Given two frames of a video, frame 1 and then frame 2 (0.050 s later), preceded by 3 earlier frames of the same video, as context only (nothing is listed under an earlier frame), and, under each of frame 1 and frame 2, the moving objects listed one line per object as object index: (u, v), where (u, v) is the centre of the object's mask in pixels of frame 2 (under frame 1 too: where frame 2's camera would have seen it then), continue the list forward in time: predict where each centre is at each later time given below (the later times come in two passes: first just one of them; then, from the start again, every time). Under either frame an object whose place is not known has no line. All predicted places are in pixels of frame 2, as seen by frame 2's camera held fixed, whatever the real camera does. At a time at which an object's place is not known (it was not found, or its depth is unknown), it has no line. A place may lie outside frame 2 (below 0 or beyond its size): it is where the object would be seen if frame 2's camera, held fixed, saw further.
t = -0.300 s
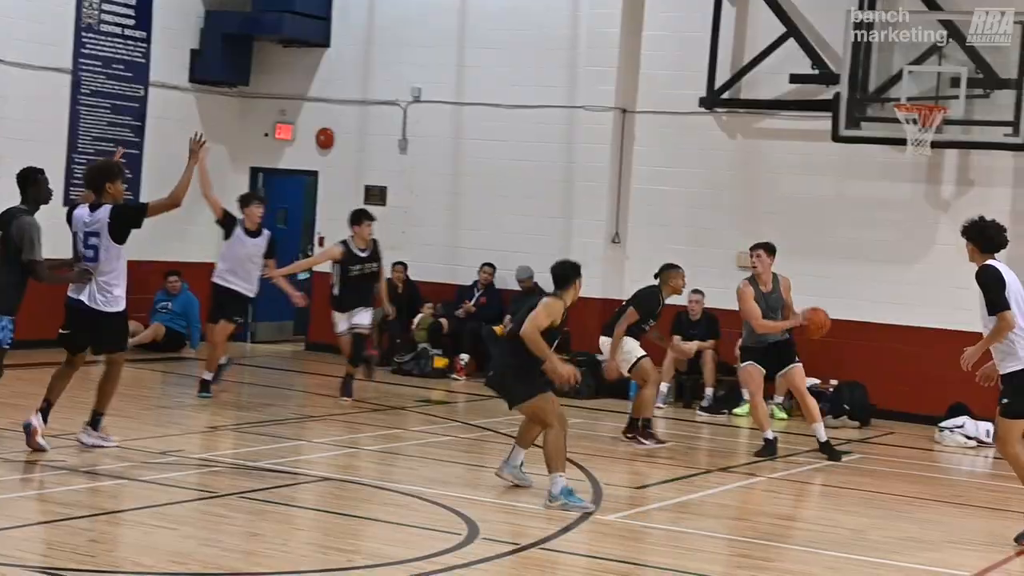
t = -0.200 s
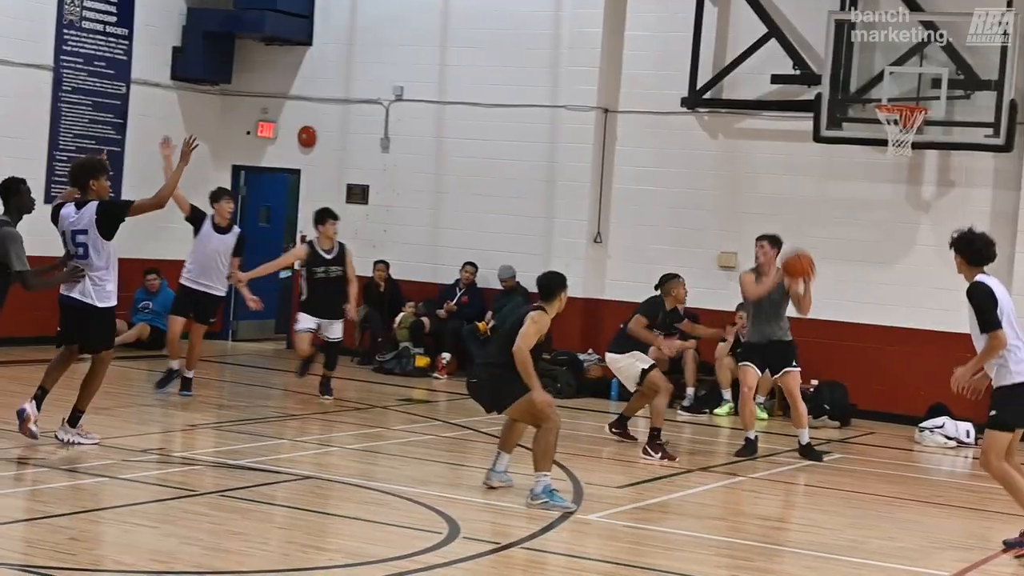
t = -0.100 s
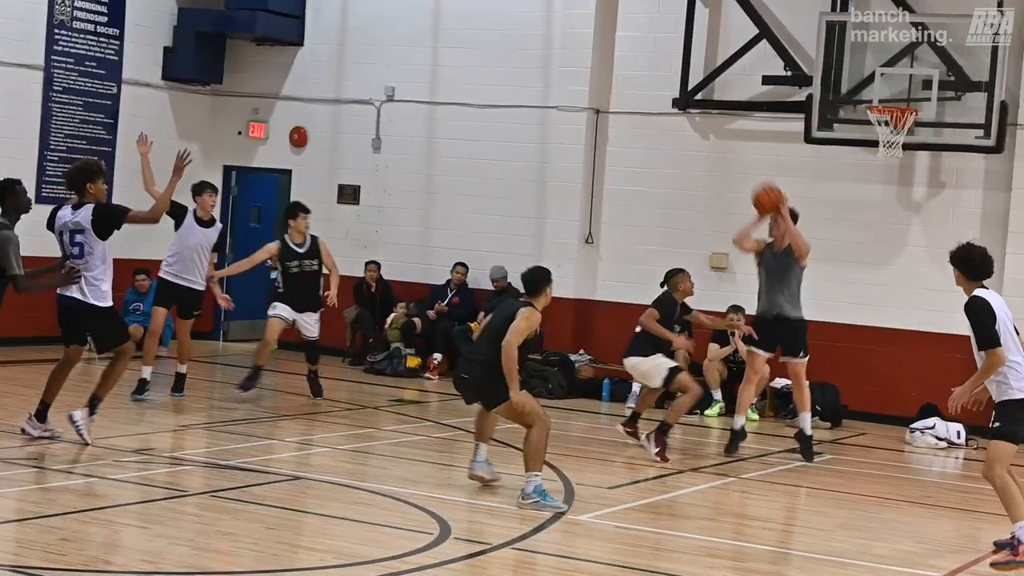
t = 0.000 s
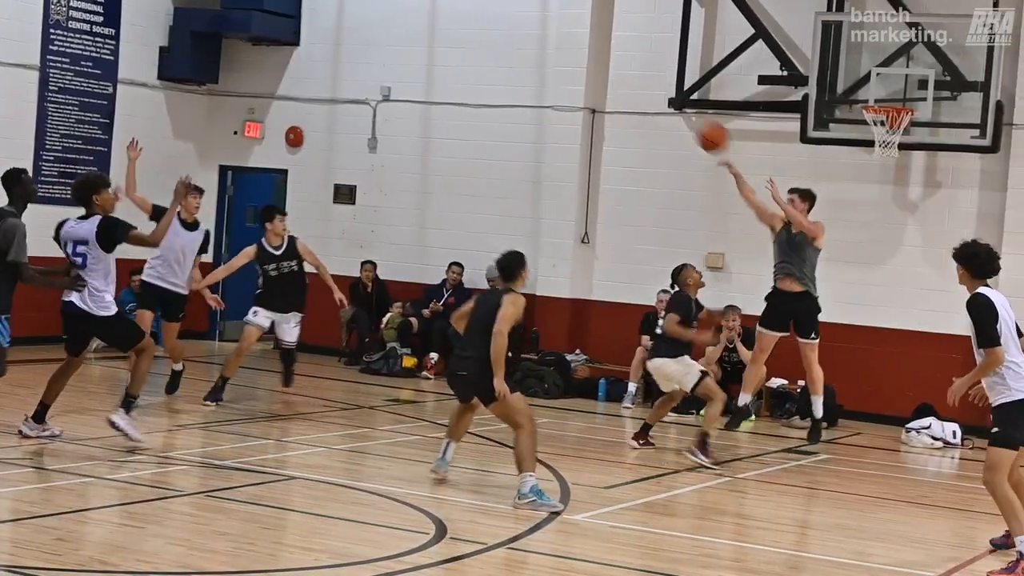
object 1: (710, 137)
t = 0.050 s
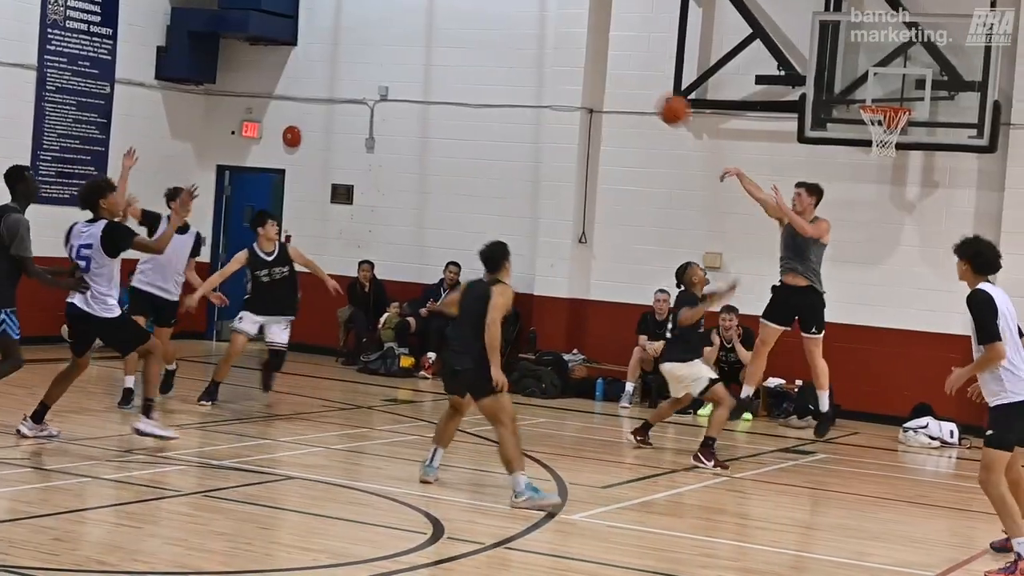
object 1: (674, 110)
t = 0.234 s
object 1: (538, 38)
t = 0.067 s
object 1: (662, 101)
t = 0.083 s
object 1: (649, 93)
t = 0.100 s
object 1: (637, 86)
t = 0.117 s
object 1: (625, 79)
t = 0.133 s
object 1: (612, 72)
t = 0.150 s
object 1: (600, 66)
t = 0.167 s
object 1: (588, 60)
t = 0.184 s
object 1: (574, 54)
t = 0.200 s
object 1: (562, 48)
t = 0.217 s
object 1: (550, 43)
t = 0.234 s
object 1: (538, 38)
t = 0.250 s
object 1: (525, 34)
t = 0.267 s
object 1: (512, 30)
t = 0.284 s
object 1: (500, 26)
